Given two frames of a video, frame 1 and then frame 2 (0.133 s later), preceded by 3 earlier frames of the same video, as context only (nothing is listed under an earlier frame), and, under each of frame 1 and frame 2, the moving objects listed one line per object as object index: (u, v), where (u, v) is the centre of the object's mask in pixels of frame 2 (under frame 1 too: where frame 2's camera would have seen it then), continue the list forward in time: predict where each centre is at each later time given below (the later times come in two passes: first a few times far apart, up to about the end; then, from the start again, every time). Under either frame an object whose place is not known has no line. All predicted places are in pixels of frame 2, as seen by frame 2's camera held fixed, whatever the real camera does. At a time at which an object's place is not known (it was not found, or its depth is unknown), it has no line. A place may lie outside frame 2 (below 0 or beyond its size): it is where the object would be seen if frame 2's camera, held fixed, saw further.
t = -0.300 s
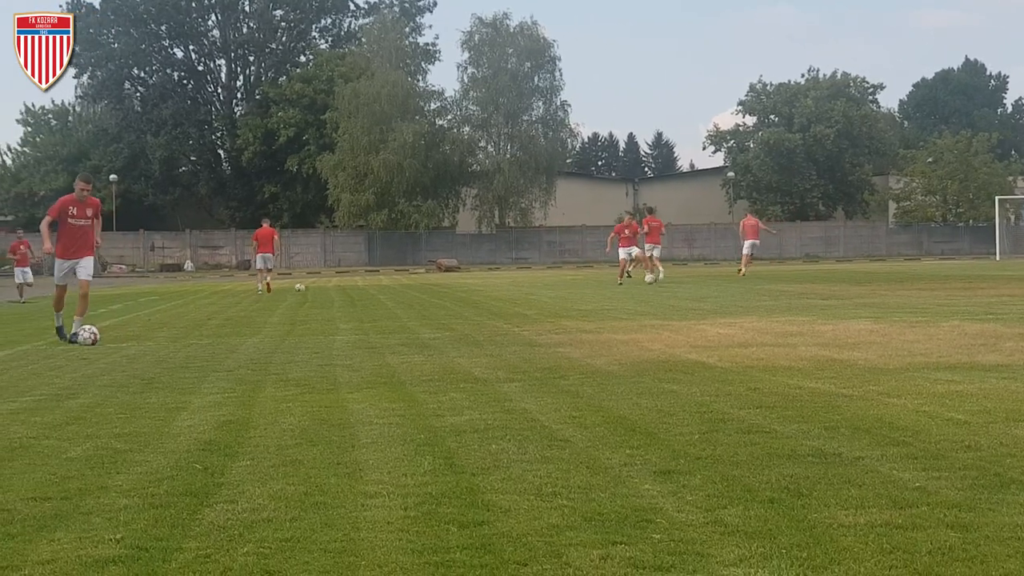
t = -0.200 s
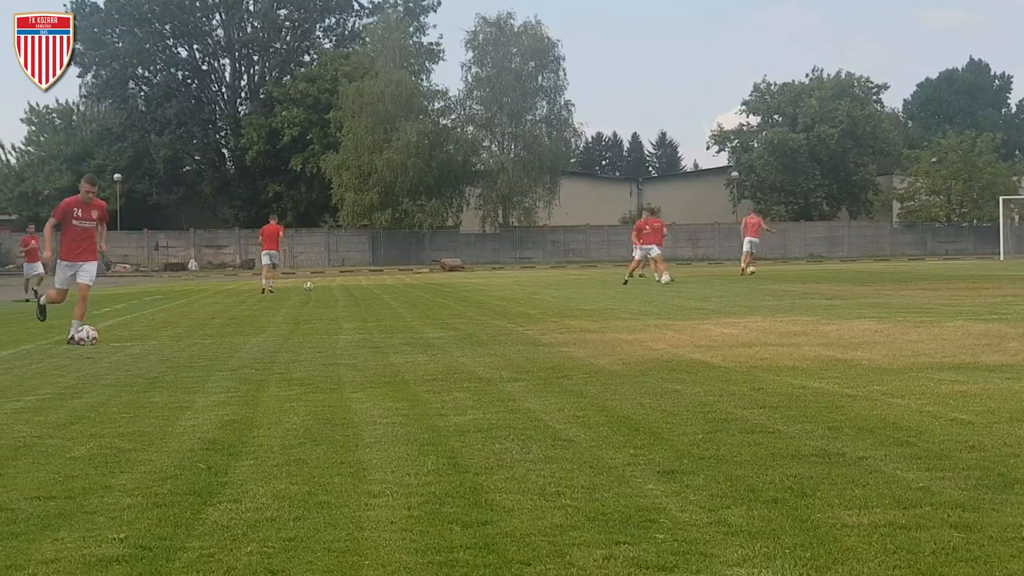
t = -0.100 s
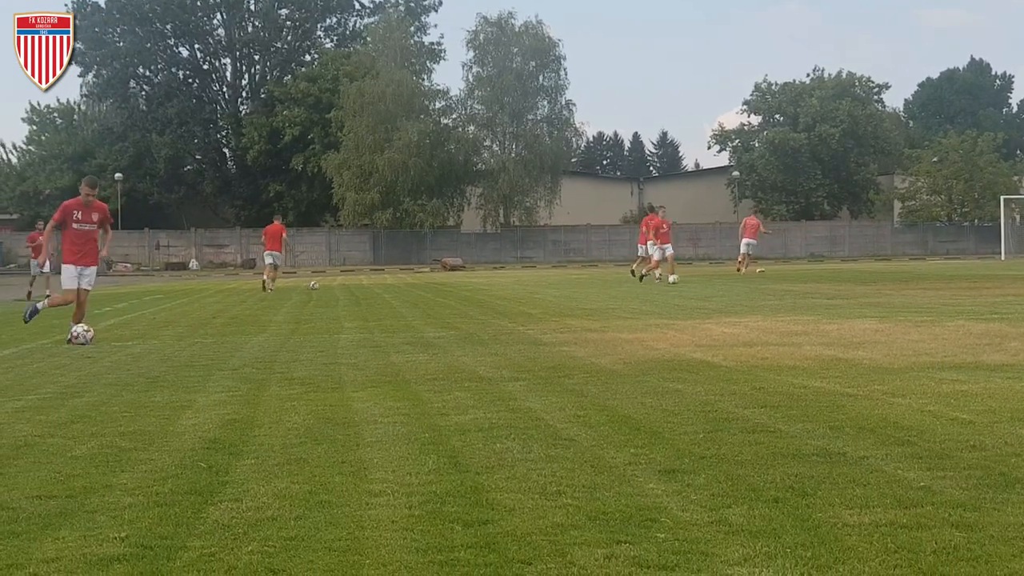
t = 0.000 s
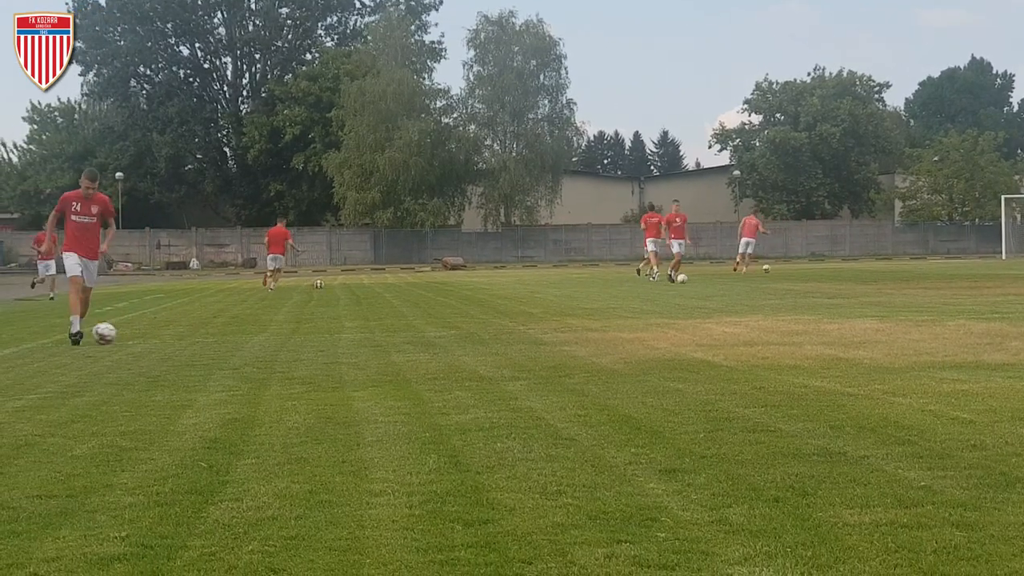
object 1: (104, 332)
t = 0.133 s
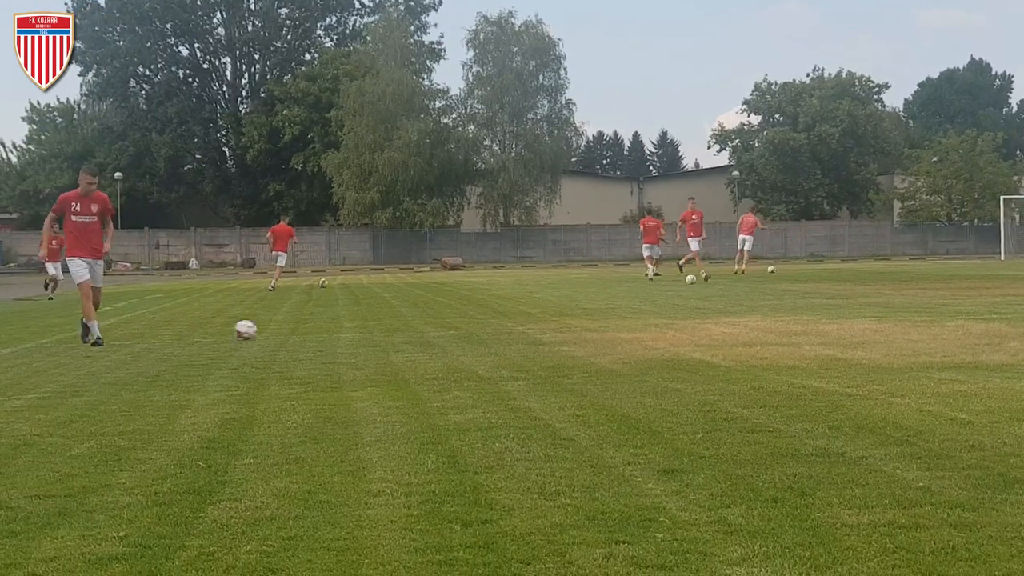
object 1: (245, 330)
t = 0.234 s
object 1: (340, 328)
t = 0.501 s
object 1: (565, 326)
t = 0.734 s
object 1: (726, 326)
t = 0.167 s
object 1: (279, 330)
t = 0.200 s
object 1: (310, 329)
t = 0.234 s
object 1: (340, 328)
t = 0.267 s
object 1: (370, 327)
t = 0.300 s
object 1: (400, 326)
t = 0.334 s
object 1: (430, 327)
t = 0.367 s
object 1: (459, 328)
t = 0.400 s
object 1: (487, 327)
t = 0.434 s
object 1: (513, 327)
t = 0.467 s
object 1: (539, 327)
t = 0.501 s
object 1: (565, 326)
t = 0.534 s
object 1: (591, 326)
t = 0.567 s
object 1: (614, 325)
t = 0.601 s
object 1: (637, 325)
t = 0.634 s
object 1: (660, 325)
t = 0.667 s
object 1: (684, 326)
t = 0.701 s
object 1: (705, 327)
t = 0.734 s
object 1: (726, 326)
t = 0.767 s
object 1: (747, 326)
